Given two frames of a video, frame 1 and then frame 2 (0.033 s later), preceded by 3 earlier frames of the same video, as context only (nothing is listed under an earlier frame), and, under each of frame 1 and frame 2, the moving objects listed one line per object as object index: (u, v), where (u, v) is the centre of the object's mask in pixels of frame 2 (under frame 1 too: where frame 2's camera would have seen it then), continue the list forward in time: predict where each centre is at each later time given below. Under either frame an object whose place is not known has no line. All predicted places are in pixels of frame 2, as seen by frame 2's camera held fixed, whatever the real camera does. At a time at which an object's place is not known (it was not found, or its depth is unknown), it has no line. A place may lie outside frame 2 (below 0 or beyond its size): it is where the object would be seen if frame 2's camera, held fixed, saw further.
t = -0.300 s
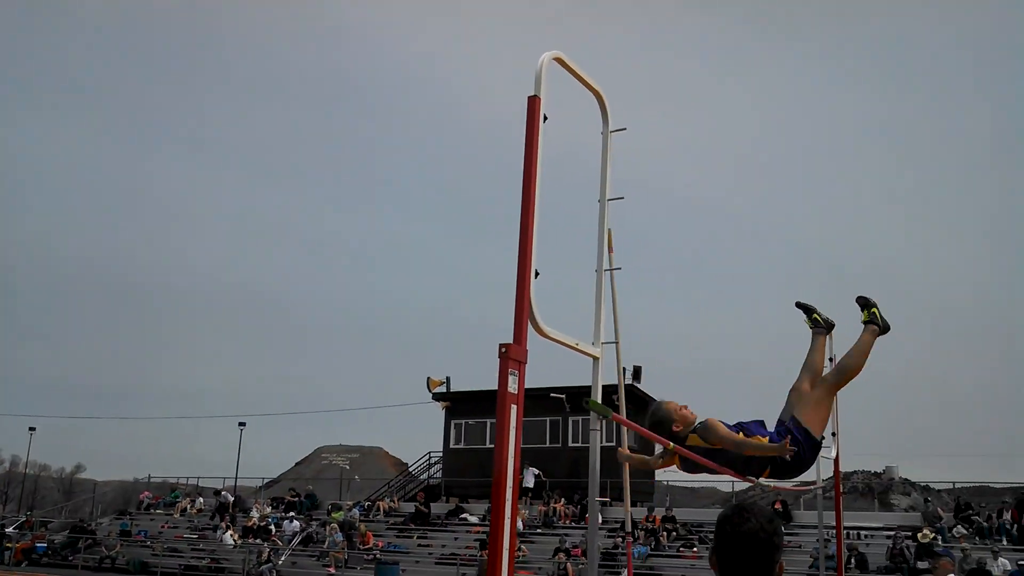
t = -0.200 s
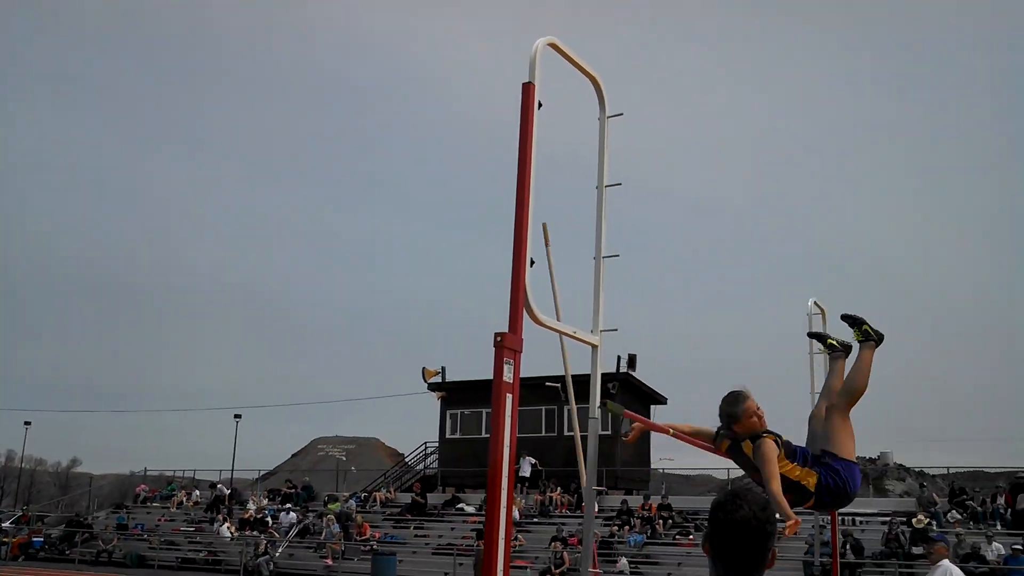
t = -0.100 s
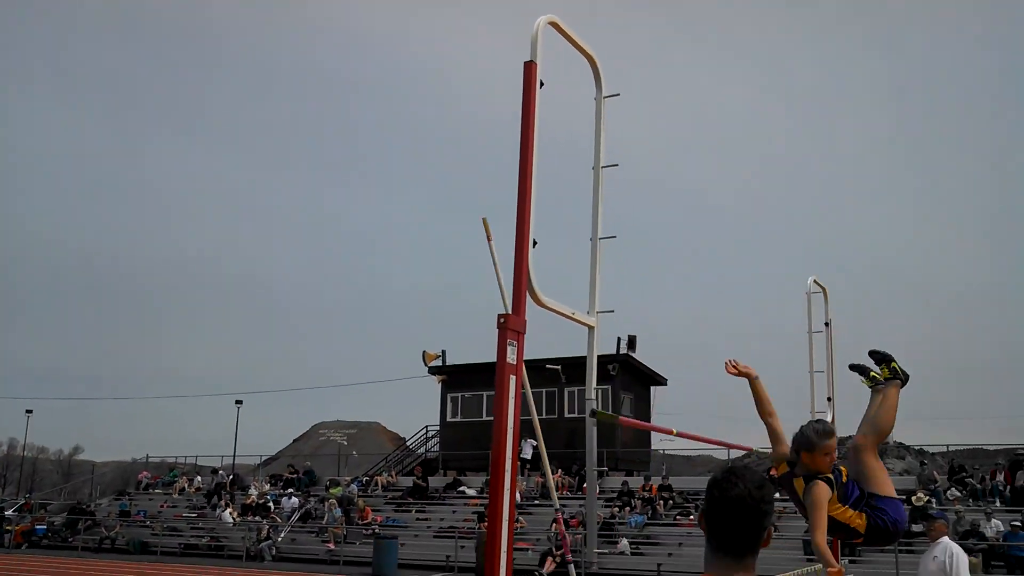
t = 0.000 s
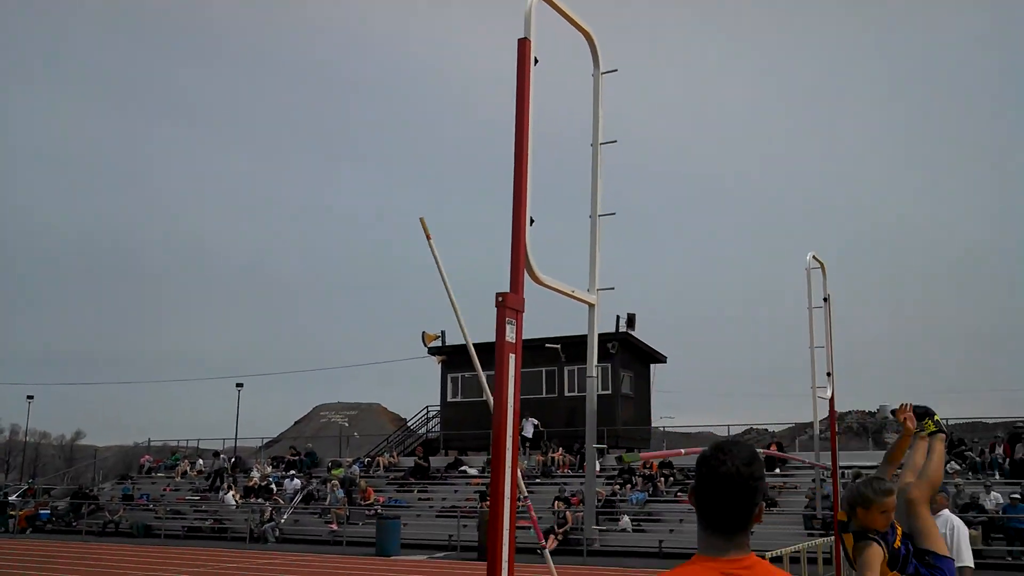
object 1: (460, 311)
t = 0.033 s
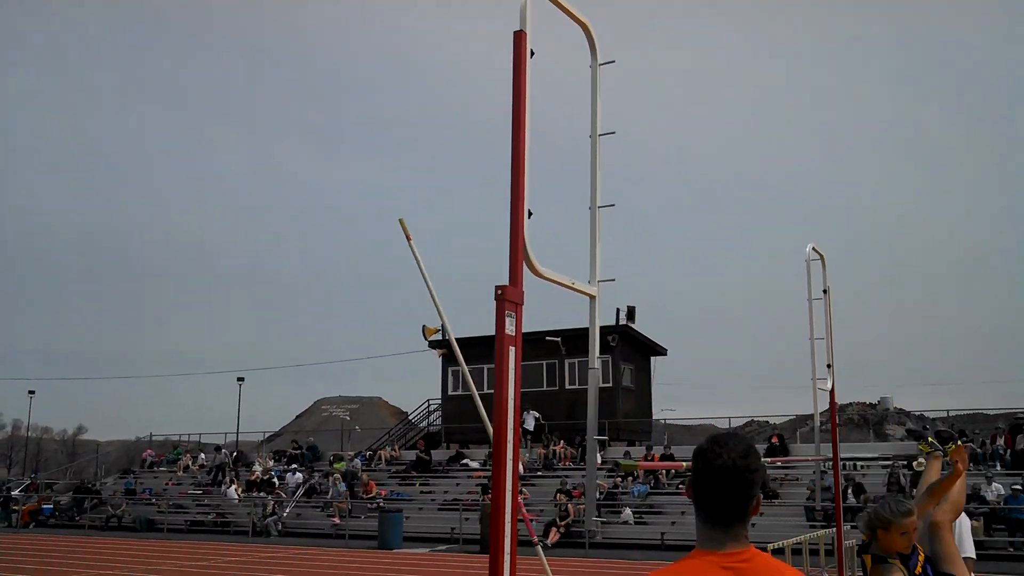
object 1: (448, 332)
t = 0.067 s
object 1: (437, 351)
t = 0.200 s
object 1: (393, 425)
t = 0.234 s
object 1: (381, 443)
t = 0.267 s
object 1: (374, 460)
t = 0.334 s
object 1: (341, 488)
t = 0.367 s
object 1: (323, 500)
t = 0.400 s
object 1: (302, 512)
